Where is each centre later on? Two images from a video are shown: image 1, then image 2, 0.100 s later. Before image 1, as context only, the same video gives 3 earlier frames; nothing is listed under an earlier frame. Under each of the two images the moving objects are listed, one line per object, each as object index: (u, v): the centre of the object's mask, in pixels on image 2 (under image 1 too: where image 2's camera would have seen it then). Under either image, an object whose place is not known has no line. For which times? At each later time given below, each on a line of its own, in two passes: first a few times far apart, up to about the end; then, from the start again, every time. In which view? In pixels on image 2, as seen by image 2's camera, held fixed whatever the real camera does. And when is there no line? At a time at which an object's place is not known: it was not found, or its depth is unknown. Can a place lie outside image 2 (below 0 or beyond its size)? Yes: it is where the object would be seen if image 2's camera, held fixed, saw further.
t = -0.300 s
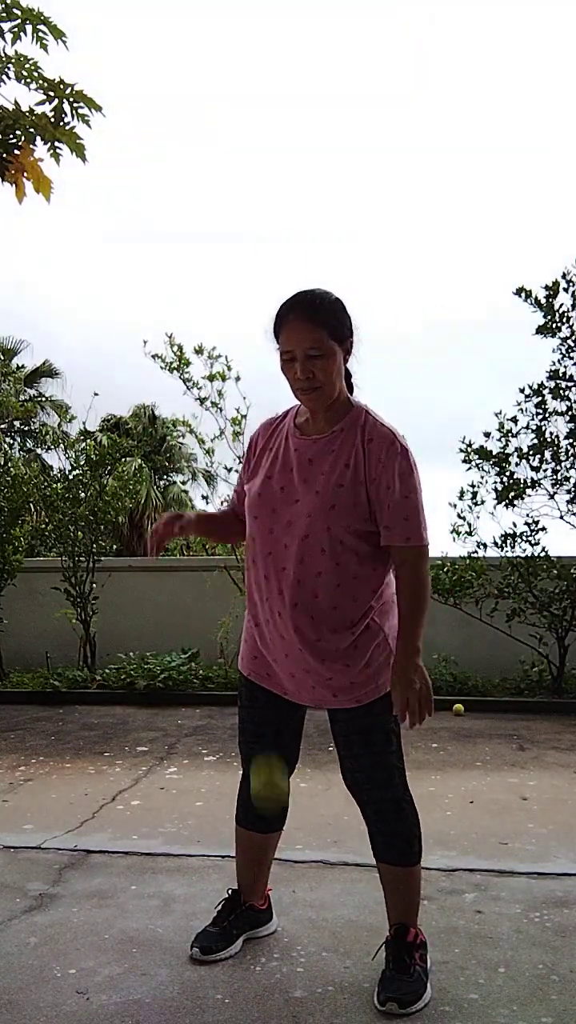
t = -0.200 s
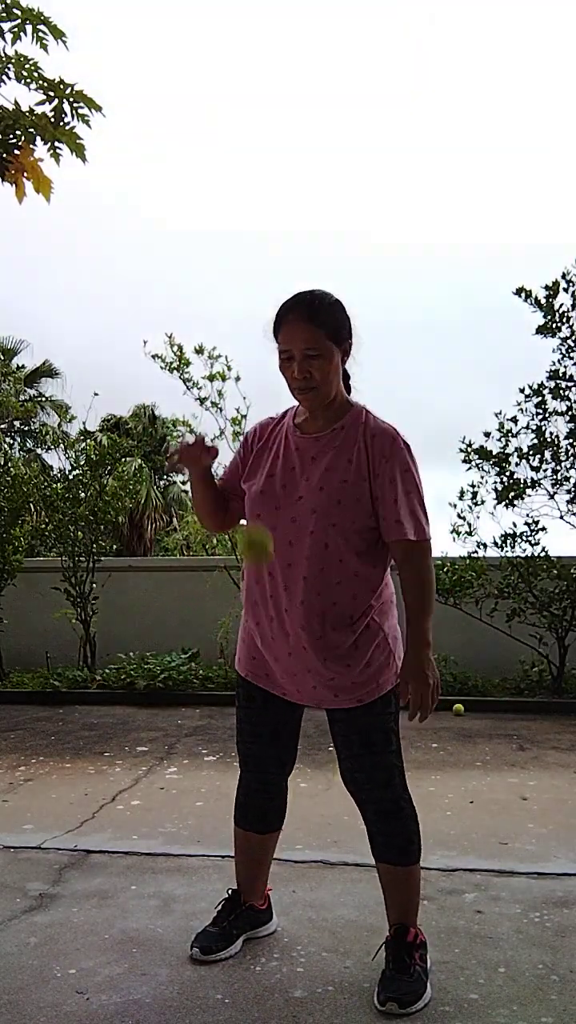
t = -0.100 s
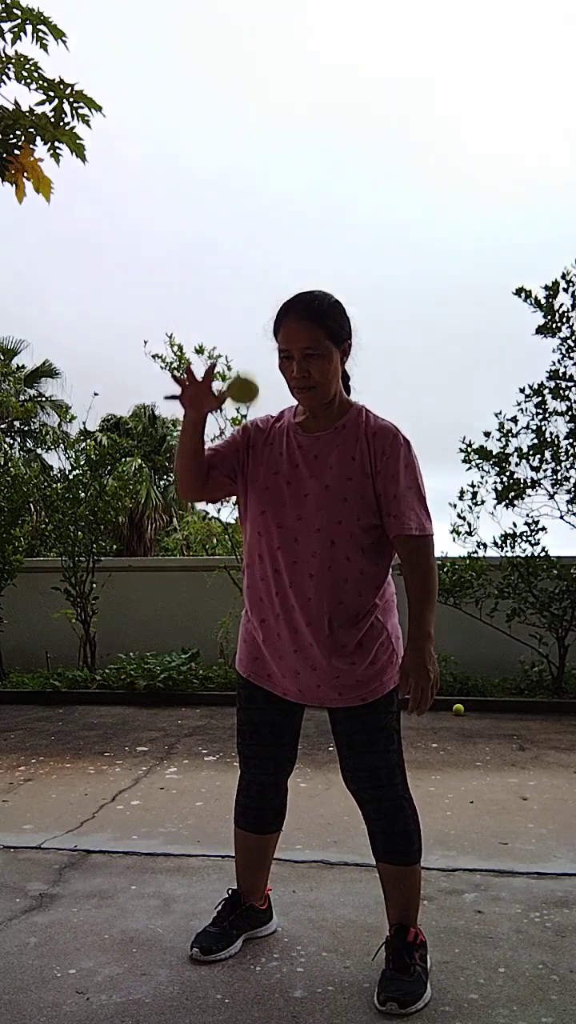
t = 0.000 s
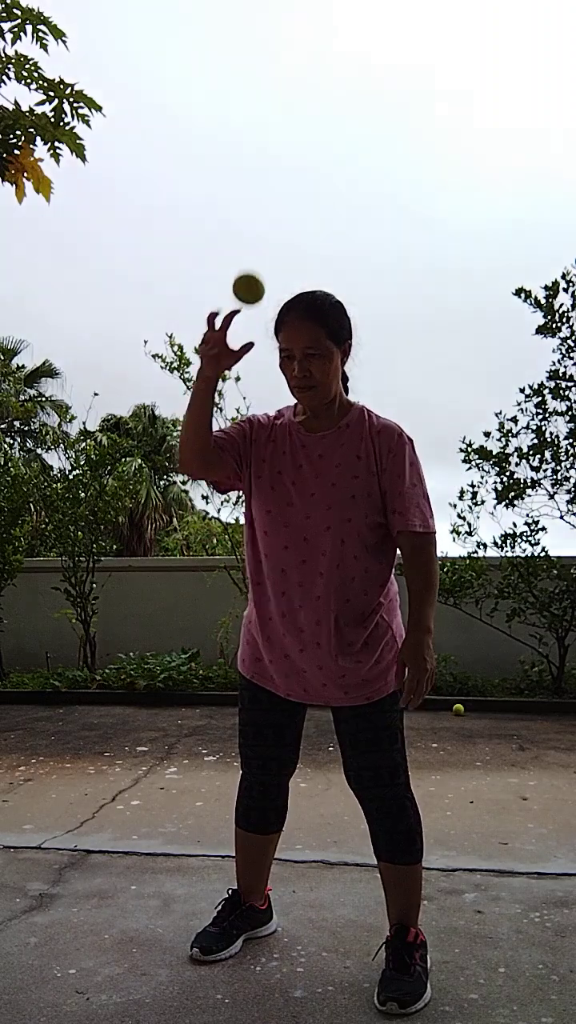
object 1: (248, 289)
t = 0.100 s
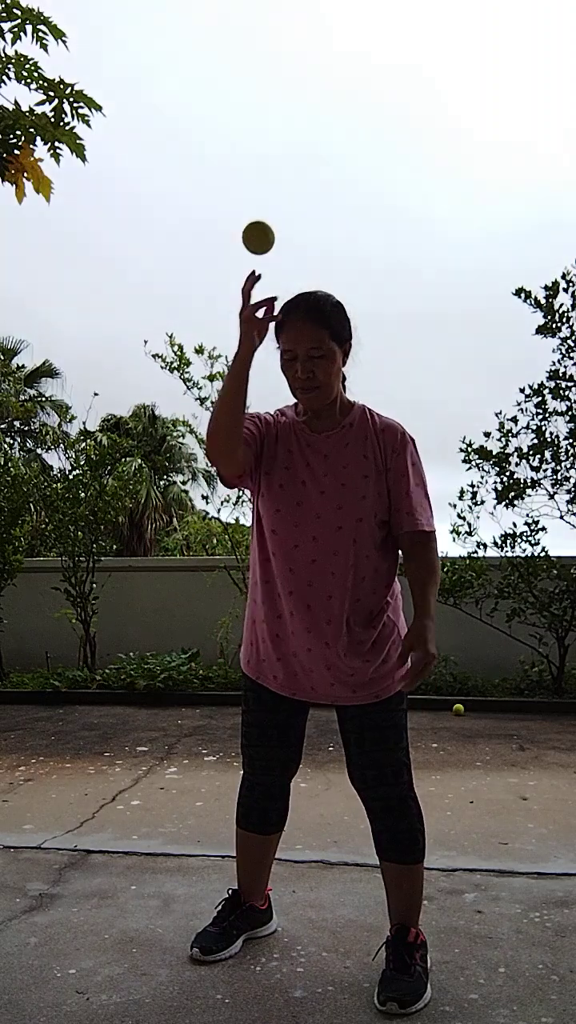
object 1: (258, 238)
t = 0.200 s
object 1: (269, 234)
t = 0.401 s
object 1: (291, 370)
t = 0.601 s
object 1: (314, 709)
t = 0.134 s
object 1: (261, 231)
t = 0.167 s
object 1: (265, 230)
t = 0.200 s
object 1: (269, 234)
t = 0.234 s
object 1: (272, 244)
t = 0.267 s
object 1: (275, 259)
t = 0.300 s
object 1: (279, 279)
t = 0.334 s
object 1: (283, 307)
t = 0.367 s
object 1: (288, 337)
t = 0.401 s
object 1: (291, 370)
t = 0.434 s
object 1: (295, 415)
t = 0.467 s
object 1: (297, 461)
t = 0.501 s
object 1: (301, 515)
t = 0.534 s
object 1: (305, 573)
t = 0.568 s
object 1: (309, 636)
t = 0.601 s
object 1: (314, 709)
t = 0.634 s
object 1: (319, 783)
